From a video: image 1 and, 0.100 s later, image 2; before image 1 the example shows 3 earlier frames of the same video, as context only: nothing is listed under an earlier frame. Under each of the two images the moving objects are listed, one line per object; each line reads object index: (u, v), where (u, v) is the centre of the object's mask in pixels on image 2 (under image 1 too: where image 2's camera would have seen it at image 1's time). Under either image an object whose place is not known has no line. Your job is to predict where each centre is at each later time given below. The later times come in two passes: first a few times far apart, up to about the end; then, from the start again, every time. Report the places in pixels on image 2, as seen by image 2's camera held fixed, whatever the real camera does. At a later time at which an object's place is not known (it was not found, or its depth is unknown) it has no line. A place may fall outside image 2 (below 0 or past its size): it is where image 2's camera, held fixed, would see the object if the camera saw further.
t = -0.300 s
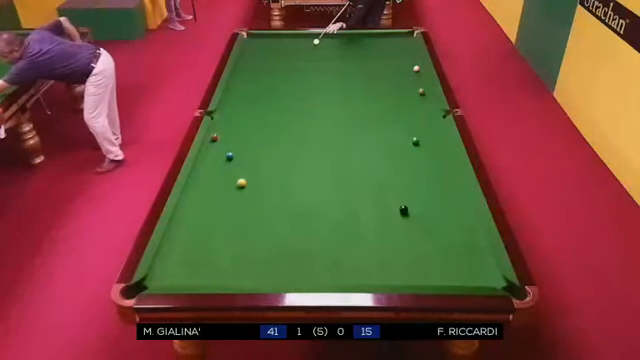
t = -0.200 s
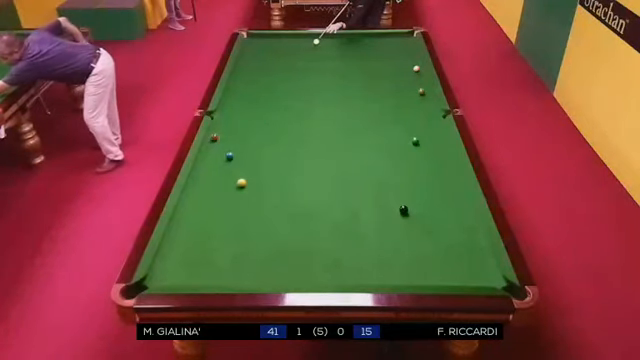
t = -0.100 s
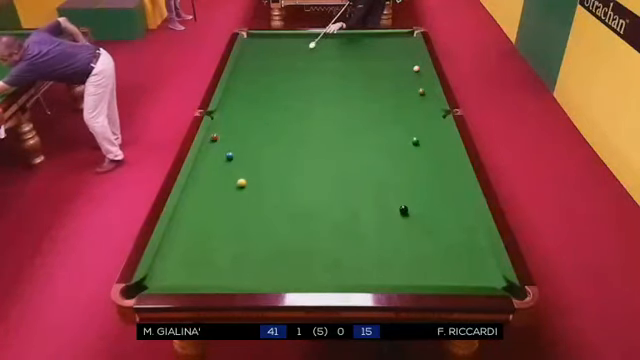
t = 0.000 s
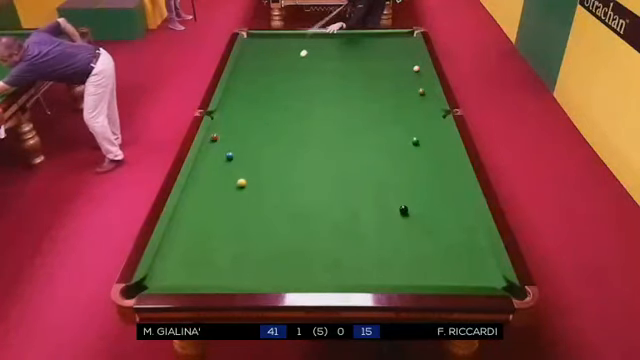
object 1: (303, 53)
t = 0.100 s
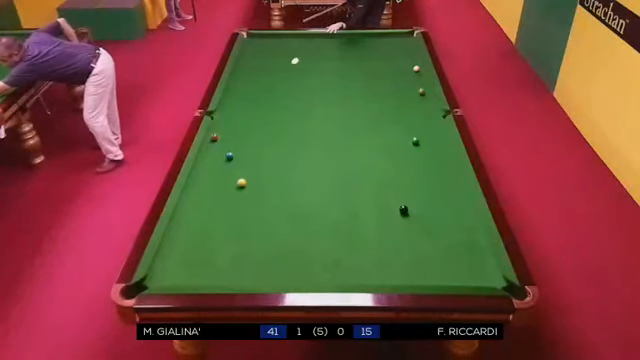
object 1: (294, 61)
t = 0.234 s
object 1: (282, 72)
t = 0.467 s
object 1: (258, 94)
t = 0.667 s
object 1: (234, 116)
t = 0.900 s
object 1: (210, 134)
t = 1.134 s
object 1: (222, 139)
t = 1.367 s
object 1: (232, 144)
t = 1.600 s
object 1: (242, 150)
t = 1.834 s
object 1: (252, 155)
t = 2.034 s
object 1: (261, 159)
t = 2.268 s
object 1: (270, 165)
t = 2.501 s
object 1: (280, 169)
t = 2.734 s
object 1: (289, 174)
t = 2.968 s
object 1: (298, 179)
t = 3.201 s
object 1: (307, 183)
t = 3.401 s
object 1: (314, 186)
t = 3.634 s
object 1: (322, 190)
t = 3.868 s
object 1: (329, 193)
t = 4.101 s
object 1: (336, 197)
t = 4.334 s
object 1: (342, 200)
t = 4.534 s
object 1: (347, 201)
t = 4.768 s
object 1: (351, 204)
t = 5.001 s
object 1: (355, 205)
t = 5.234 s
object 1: (359, 207)
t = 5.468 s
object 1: (361, 207)
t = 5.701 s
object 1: (363, 208)
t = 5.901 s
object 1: (364, 209)
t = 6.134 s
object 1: (365, 209)
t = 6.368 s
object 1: (365, 209)
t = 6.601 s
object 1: (365, 209)
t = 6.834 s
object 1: (365, 209)
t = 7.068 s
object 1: (365, 209)
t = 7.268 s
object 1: (365, 209)
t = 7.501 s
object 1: (365, 209)
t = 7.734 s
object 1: (365, 209)
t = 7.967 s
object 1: (365, 209)
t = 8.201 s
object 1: (365, 209)
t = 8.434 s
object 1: (365, 209)
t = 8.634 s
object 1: (365, 209)
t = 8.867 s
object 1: (365, 209)
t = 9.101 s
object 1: (365, 209)
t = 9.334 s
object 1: (365, 209)
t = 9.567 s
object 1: (365, 209)
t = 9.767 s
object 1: (365, 209)
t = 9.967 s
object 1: (365, 209)
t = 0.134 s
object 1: (292, 63)
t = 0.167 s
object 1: (289, 66)
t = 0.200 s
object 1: (285, 69)
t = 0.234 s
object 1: (282, 72)
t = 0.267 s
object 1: (279, 75)
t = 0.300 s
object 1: (276, 78)
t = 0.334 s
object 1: (273, 81)
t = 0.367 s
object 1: (269, 84)
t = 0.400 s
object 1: (265, 87)
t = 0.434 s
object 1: (262, 91)
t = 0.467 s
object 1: (258, 94)
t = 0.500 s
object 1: (254, 97)
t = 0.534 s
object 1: (250, 101)
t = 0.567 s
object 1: (247, 104)
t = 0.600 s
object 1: (243, 108)
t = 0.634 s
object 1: (239, 112)
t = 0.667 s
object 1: (234, 116)
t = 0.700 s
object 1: (230, 119)
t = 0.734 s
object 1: (225, 123)
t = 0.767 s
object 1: (221, 128)
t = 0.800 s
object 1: (216, 131)
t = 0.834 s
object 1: (213, 133)
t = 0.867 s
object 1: (210, 133)
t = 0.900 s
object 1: (210, 134)
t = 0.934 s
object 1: (212, 134)
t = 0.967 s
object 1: (214, 135)
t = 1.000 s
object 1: (216, 135)
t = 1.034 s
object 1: (217, 136)
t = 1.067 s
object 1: (219, 137)
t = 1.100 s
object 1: (220, 138)
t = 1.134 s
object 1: (222, 139)
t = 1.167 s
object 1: (223, 139)
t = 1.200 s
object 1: (225, 140)
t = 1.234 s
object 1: (226, 141)
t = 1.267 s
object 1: (228, 142)
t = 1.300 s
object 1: (229, 142)
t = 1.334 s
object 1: (230, 143)
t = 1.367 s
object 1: (232, 144)
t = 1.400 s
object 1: (233, 145)
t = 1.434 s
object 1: (235, 146)
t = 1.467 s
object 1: (236, 147)
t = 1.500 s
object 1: (238, 147)
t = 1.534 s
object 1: (239, 148)
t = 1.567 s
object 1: (240, 149)
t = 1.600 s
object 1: (242, 150)
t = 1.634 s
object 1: (243, 151)
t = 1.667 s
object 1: (245, 151)
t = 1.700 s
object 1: (246, 152)
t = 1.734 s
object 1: (248, 153)
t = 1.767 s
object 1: (249, 154)
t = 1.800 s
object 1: (251, 154)
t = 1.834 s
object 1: (252, 155)
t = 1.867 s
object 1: (253, 156)
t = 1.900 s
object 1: (255, 156)
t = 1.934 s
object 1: (257, 157)
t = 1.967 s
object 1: (258, 158)
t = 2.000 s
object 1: (259, 159)
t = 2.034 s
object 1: (261, 159)
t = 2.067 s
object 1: (262, 160)
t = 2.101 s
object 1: (263, 161)
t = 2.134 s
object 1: (265, 162)
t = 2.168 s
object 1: (266, 162)
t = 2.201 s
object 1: (268, 163)
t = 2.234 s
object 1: (269, 164)
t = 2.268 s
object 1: (270, 165)
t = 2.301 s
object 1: (272, 165)
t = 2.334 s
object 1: (273, 166)
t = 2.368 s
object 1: (274, 167)
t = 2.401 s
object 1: (276, 167)
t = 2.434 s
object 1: (277, 168)
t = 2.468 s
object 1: (279, 169)
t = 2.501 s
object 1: (280, 169)
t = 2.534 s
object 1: (281, 170)
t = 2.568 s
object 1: (282, 171)
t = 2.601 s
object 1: (284, 171)
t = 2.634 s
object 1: (285, 172)
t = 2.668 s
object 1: (286, 173)
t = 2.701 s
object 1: (288, 173)
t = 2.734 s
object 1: (289, 174)
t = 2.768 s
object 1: (291, 175)
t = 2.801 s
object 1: (292, 175)
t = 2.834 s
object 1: (293, 176)
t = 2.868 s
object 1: (295, 177)
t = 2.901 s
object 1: (296, 177)
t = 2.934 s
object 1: (297, 178)
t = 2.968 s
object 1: (298, 179)
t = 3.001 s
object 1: (299, 179)
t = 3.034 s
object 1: (301, 180)
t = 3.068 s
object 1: (302, 180)
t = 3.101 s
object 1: (303, 181)
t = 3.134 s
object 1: (304, 182)
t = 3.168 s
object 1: (306, 182)
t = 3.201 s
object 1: (307, 183)
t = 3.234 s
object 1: (308, 183)
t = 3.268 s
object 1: (310, 184)
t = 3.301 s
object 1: (311, 184)
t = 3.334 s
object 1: (312, 185)
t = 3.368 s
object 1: (313, 186)
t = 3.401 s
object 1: (314, 186)
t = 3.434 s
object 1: (315, 187)
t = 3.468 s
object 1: (316, 187)
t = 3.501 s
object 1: (317, 188)
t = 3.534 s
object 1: (318, 188)
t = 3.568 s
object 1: (320, 189)
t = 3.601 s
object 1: (321, 189)
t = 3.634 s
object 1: (322, 190)
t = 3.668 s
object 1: (323, 190)
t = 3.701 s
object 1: (324, 191)
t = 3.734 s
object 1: (325, 191)
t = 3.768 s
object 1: (326, 192)
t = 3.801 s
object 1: (327, 192)
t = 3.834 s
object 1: (328, 193)
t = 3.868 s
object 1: (329, 193)
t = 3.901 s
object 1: (330, 194)
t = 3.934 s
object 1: (331, 195)
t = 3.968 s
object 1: (332, 195)
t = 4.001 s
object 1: (333, 195)
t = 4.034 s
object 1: (334, 196)
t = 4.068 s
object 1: (335, 196)
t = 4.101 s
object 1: (336, 197)
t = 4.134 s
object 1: (337, 197)
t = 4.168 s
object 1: (338, 198)
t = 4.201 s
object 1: (338, 198)
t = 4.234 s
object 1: (339, 198)
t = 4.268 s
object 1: (340, 199)
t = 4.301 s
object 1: (341, 199)
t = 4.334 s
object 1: (342, 200)
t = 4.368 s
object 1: (343, 200)
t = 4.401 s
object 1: (343, 200)
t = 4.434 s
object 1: (344, 201)
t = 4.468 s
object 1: (345, 201)
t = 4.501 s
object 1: (346, 201)
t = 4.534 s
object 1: (347, 201)
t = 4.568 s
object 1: (347, 202)
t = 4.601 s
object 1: (348, 202)
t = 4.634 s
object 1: (349, 203)
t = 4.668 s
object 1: (349, 203)
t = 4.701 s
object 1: (350, 203)
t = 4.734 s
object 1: (351, 203)
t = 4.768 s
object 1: (351, 204)
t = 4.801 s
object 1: (352, 204)
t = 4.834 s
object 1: (353, 204)
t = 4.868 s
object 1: (353, 204)
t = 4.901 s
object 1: (354, 204)
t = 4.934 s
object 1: (354, 205)
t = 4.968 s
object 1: (355, 205)
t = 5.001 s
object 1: (355, 205)
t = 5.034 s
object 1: (356, 206)
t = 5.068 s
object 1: (356, 206)
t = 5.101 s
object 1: (357, 206)
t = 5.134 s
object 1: (357, 206)
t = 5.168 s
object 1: (358, 206)
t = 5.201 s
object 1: (358, 207)
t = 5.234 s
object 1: (359, 207)
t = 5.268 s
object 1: (359, 207)
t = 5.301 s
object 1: (360, 207)
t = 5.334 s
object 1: (360, 207)
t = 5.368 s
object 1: (360, 207)
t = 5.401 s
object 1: (361, 207)
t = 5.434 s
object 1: (361, 207)
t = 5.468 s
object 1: (361, 207)
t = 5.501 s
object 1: (362, 208)
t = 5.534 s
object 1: (362, 208)
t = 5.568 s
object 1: (362, 208)
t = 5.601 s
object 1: (363, 208)
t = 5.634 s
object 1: (363, 208)
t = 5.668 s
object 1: (363, 208)
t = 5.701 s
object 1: (363, 208)
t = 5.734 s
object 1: (364, 208)
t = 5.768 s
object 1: (364, 208)
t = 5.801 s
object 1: (364, 209)
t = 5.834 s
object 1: (364, 209)
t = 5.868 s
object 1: (364, 208)
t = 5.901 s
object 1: (364, 209)
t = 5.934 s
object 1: (365, 209)
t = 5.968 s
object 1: (365, 209)
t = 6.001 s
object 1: (365, 208)
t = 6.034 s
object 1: (365, 209)
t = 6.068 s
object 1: (365, 208)
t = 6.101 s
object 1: (365, 209)
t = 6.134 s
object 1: (365, 209)
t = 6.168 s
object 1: (365, 209)
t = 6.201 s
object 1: (365, 209)
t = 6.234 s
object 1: (365, 209)
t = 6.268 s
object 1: (365, 209)
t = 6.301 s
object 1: (365, 209)
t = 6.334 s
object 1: (365, 209)
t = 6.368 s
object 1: (365, 209)
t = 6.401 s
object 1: (365, 209)
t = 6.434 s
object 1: (365, 209)
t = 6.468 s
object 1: (365, 209)
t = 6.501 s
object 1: (365, 209)
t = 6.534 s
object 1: (365, 209)
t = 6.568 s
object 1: (365, 209)
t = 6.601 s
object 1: (365, 209)
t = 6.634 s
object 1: (365, 209)
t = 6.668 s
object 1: (365, 209)
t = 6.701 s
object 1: (365, 209)
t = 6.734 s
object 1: (365, 209)
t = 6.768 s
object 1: (365, 209)
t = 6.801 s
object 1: (365, 209)
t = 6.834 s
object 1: (365, 209)
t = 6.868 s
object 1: (365, 209)
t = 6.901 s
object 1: (365, 209)
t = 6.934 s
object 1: (365, 209)
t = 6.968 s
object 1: (365, 209)
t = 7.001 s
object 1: (365, 209)
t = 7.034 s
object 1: (365, 209)
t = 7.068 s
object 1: (365, 209)
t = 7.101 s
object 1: (365, 209)
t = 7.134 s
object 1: (365, 209)
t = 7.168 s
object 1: (365, 209)
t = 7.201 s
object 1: (365, 209)
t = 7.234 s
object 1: (365, 209)
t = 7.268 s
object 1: (365, 209)
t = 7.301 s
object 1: (365, 209)
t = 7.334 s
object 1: (365, 209)
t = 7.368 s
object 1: (365, 209)
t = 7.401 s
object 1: (365, 209)
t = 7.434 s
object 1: (365, 209)
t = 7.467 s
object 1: (365, 209)
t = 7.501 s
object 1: (365, 209)
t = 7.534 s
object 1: (365, 209)
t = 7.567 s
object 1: (365, 209)
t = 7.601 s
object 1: (365, 209)
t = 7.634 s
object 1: (365, 209)
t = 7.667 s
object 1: (365, 209)
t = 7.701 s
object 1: (365, 209)
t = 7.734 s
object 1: (365, 209)
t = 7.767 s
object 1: (365, 209)
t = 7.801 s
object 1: (365, 209)
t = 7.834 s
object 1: (365, 209)
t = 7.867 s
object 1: (365, 209)
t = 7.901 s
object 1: (365, 209)
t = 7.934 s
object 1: (365, 209)
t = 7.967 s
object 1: (365, 209)
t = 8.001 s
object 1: (365, 209)
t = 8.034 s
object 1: (365, 209)
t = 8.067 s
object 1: (365, 209)
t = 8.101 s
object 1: (365, 209)
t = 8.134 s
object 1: (365, 209)
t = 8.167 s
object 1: (365, 209)
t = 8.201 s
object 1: (365, 209)
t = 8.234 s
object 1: (365, 209)
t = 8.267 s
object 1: (365, 209)
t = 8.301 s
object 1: (365, 209)
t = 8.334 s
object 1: (365, 209)
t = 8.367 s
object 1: (365, 209)
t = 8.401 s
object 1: (365, 209)
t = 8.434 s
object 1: (365, 209)
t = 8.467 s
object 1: (365, 209)
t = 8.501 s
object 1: (365, 209)
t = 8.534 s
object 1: (365, 209)
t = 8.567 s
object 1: (365, 209)
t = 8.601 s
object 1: (365, 209)
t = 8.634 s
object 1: (365, 209)
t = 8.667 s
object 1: (365, 209)
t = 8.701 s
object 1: (365, 209)
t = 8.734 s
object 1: (365, 209)
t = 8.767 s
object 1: (365, 209)
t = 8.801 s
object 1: (365, 209)
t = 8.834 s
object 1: (365, 209)
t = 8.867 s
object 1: (365, 209)
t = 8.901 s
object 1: (365, 209)
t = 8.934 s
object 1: (365, 209)
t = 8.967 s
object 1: (365, 209)
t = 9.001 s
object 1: (365, 209)
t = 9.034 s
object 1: (365, 209)
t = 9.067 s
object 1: (365, 209)
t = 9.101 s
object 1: (365, 209)
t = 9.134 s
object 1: (365, 209)
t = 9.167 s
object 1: (365, 209)
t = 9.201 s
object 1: (365, 209)
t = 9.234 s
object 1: (365, 209)
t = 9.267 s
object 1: (365, 209)
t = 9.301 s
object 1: (365, 209)
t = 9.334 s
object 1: (365, 209)
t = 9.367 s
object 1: (365, 209)
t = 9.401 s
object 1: (365, 209)
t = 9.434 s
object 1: (365, 209)
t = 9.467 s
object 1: (365, 209)
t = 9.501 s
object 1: (365, 209)
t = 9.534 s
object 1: (365, 209)
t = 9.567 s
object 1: (365, 209)
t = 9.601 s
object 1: (365, 209)
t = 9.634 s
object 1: (365, 209)
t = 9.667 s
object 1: (365, 209)
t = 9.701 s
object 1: (365, 209)
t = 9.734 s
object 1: (365, 209)
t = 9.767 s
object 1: (365, 209)
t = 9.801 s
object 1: (365, 209)
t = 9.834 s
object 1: (365, 209)
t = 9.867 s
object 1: (365, 209)
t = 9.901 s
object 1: (365, 209)
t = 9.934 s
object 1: (365, 209)
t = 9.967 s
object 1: (365, 209)
